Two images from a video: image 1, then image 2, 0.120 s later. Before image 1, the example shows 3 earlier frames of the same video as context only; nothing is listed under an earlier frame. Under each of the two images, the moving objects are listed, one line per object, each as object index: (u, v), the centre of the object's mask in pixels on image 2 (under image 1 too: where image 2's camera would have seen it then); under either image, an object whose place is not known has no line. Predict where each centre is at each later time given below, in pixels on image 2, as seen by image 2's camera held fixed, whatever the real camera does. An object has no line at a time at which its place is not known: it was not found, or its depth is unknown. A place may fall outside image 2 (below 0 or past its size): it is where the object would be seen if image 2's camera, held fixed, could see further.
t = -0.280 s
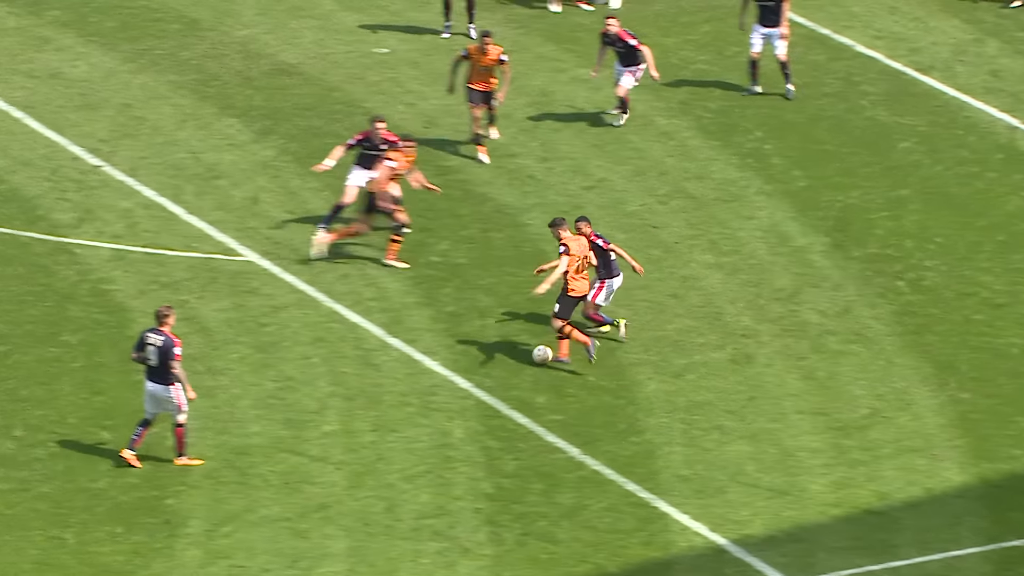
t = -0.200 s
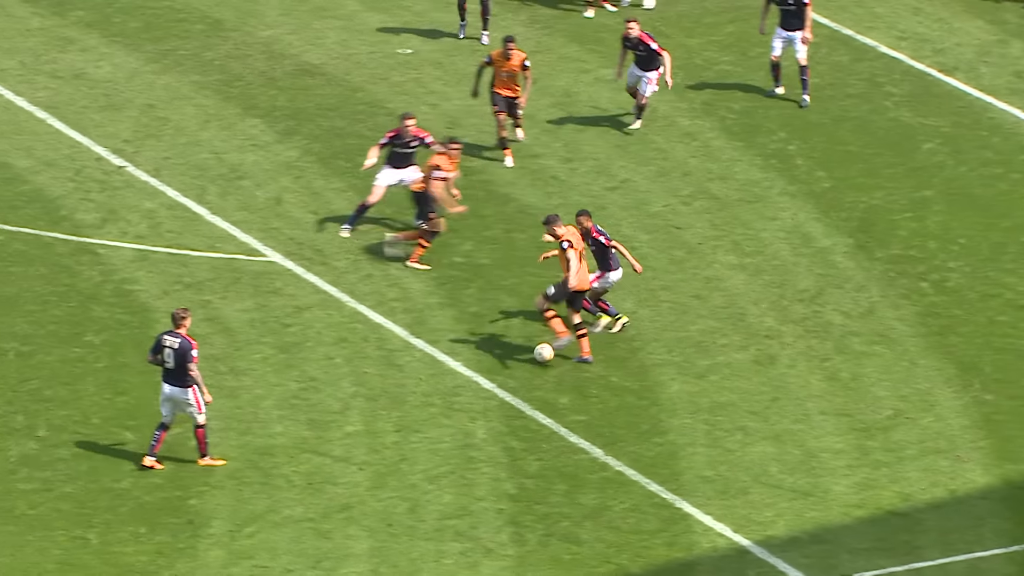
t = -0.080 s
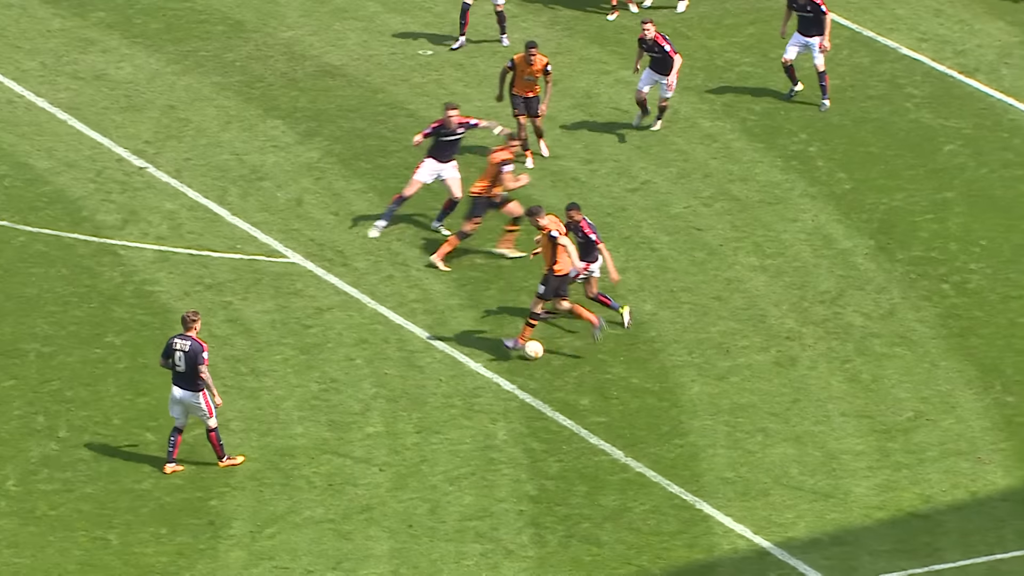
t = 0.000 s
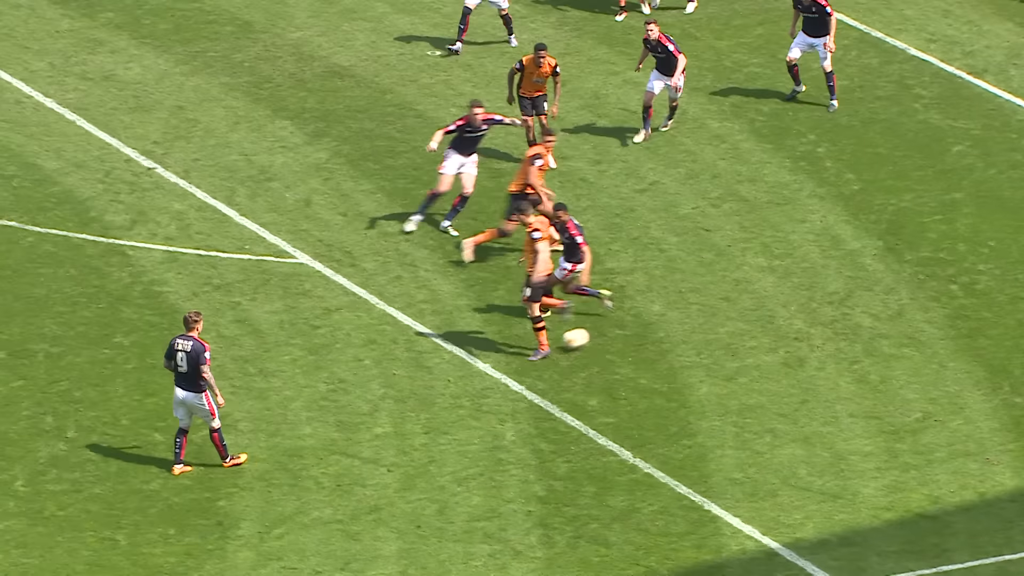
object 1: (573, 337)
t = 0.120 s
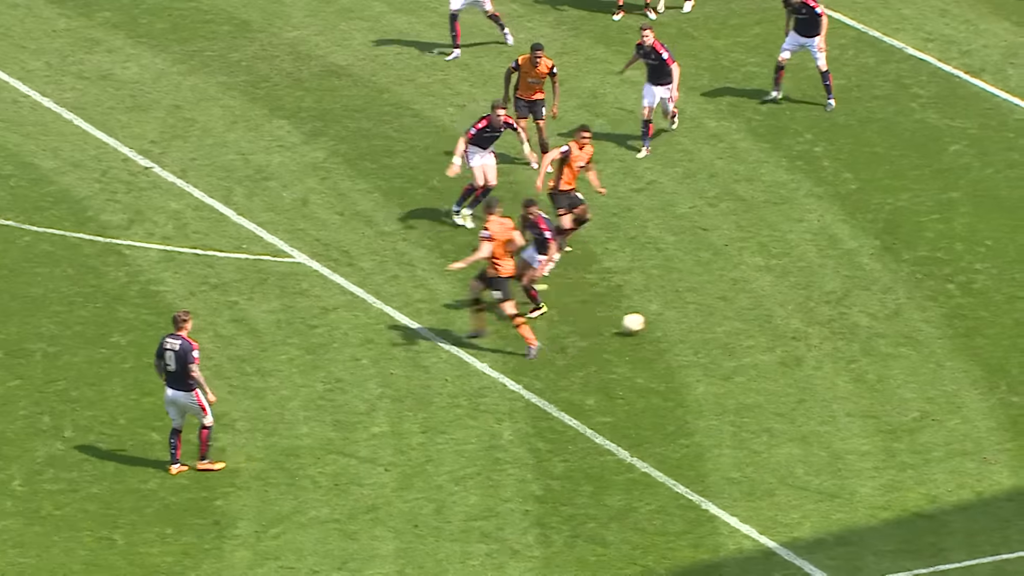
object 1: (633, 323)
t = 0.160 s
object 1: (652, 320)
